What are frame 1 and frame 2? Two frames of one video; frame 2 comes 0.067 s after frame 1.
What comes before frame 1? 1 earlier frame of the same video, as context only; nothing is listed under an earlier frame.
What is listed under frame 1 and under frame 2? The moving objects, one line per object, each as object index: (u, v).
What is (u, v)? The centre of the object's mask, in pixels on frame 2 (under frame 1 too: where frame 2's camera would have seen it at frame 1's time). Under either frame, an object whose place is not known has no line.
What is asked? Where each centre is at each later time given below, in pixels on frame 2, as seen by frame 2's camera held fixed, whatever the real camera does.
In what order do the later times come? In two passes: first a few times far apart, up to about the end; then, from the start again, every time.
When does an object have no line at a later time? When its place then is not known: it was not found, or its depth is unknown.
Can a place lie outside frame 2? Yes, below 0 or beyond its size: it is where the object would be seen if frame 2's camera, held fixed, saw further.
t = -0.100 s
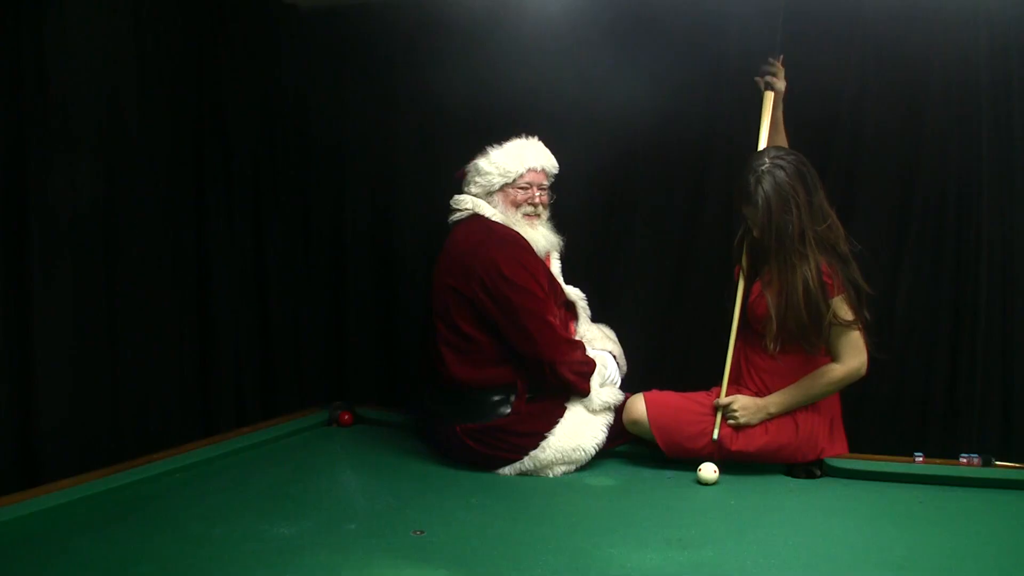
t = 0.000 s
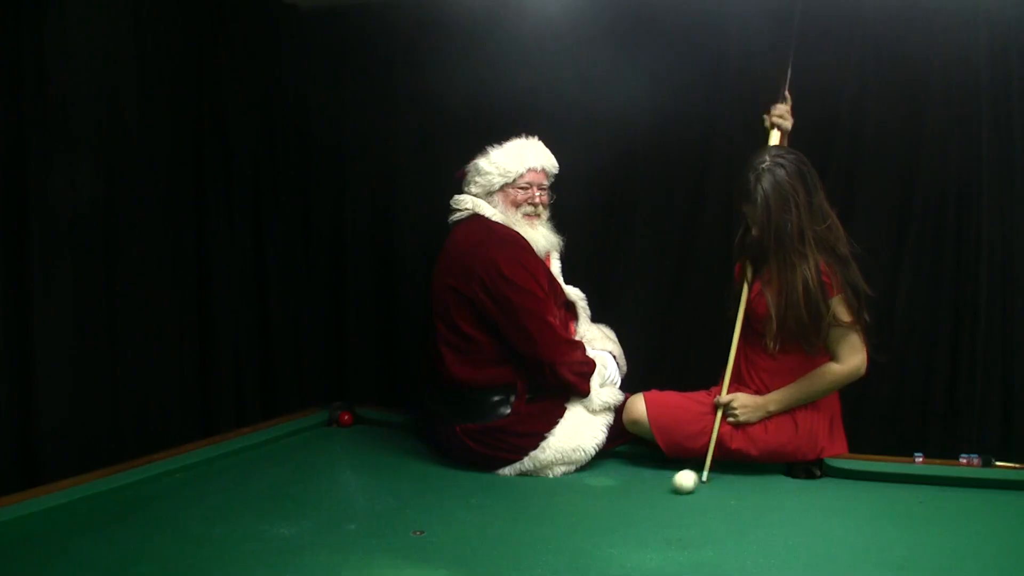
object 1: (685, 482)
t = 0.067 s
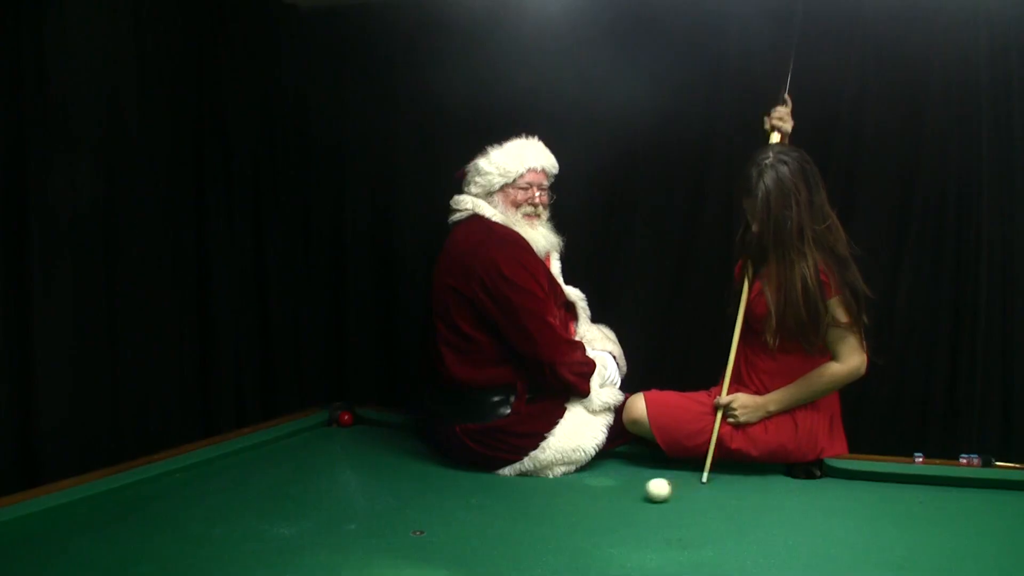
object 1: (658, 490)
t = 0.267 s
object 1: (582, 505)
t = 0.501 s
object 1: (521, 498)
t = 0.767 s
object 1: (478, 479)
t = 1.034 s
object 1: (442, 463)
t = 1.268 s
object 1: (414, 450)
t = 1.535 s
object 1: (387, 438)
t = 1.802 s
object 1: (364, 427)
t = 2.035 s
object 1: (351, 421)
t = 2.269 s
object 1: (347, 419)
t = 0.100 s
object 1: (645, 493)
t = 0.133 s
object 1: (631, 497)
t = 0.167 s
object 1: (618, 500)
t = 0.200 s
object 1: (606, 502)
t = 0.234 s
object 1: (594, 503)
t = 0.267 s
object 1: (582, 505)
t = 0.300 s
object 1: (571, 505)
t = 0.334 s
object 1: (561, 505)
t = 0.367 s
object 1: (551, 505)
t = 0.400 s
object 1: (542, 504)
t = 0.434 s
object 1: (534, 503)
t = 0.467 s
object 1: (527, 501)
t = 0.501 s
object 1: (521, 498)
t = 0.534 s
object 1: (515, 496)
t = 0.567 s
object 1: (509, 493)
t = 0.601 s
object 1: (504, 491)
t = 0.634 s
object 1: (498, 488)
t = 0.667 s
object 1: (493, 486)
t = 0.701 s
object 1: (488, 484)
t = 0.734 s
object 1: (483, 481)
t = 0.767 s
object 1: (478, 479)
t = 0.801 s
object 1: (473, 477)
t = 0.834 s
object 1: (468, 475)
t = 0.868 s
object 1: (463, 473)
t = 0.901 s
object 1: (459, 471)
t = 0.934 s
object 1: (454, 469)
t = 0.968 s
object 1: (450, 467)
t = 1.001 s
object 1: (446, 465)
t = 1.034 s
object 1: (442, 463)
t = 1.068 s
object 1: (437, 461)
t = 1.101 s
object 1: (433, 459)
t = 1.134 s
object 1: (429, 457)
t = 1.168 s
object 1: (425, 455)
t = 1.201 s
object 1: (421, 454)
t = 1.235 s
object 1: (418, 452)
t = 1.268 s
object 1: (414, 450)
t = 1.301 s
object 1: (410, 449)
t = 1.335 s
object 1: (407, 447)
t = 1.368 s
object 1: (403, 446)
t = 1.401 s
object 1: (400, 444)
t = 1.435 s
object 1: (396, 442)
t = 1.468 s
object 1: (393, 441)
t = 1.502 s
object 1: (390, 440)
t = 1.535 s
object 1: (387, 438)
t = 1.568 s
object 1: (384, 437)
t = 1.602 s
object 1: (381, 435)
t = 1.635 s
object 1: (378, 434)
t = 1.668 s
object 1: (375, 433)
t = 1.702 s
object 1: (372, 431)
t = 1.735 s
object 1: (369, 430)
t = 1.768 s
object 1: (367, 428)
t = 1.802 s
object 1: (364, 427)
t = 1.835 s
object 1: (361, 426)
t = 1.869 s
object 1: (359, 425)
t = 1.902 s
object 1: (356, 424)
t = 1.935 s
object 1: (353, 422)
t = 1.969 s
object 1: (352, 422)
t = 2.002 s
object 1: (352, 422)
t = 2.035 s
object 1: (351, 421)
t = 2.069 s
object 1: (350, 421)
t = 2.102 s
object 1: (350, 421)
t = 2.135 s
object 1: (350, 420)
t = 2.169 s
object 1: (349, 420)
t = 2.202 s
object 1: (349, 420)
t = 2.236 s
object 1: (348, 419)
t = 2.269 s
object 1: (347, 419)
